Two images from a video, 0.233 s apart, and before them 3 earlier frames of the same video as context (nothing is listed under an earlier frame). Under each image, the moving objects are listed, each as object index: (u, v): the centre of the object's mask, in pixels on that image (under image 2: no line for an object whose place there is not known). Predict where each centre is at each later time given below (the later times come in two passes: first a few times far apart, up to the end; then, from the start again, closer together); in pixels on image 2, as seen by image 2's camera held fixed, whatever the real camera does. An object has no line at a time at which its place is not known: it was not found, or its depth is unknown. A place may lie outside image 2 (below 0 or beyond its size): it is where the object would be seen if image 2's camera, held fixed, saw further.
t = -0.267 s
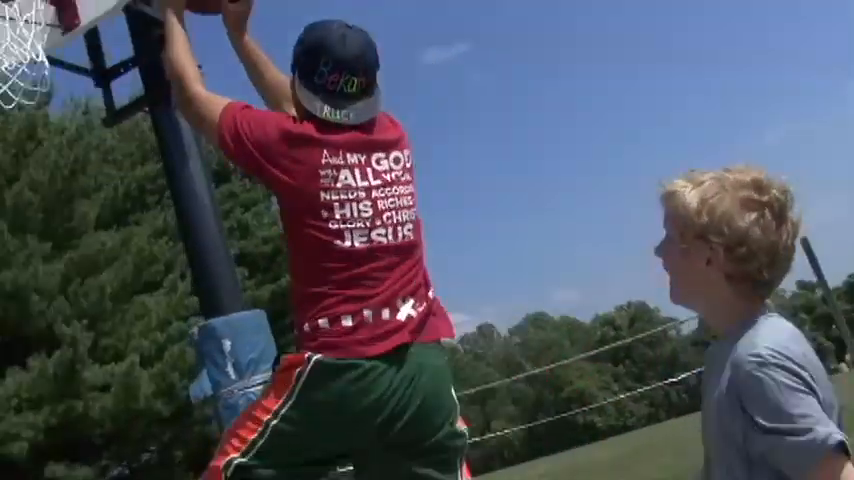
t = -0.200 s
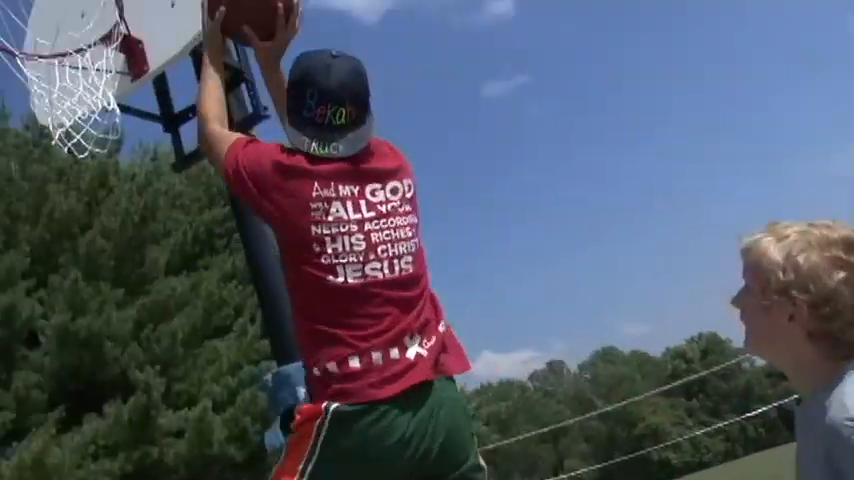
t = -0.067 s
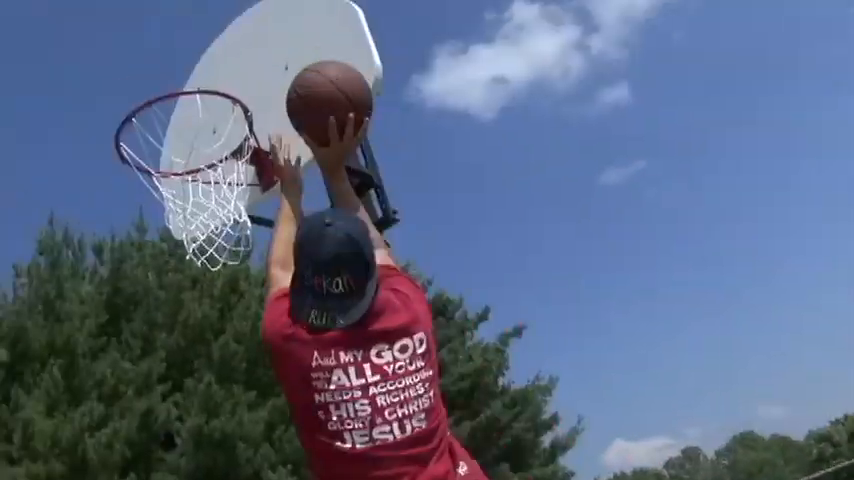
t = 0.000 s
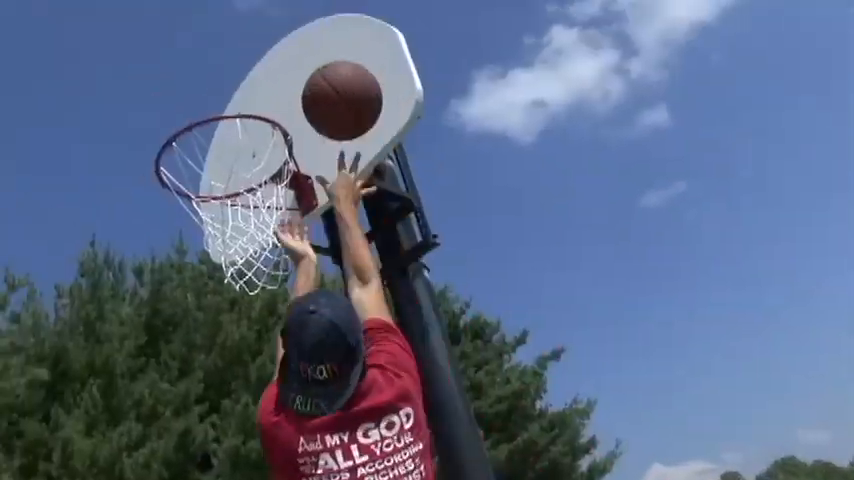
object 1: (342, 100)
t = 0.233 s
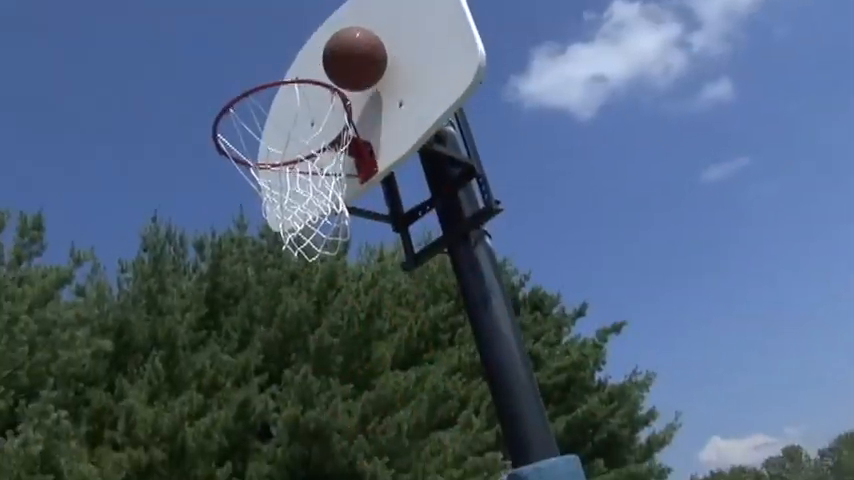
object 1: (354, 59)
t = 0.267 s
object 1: (347, 61)
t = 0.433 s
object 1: (280, 93)
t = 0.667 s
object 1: (323, 98)
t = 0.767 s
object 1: (364, 96)
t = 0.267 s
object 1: (347, 61)
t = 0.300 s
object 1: (332, 63)
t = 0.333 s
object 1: (321, 66)
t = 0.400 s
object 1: (294, 81)
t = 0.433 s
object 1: (280, 93)
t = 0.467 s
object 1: (266, 105)
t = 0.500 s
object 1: (256, 117)
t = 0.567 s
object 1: (280, 107)
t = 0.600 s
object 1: (294, 105)
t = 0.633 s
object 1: (307, 104)
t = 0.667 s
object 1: (323, 98)
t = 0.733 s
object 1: (350, 94)
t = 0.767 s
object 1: (364, 96)
